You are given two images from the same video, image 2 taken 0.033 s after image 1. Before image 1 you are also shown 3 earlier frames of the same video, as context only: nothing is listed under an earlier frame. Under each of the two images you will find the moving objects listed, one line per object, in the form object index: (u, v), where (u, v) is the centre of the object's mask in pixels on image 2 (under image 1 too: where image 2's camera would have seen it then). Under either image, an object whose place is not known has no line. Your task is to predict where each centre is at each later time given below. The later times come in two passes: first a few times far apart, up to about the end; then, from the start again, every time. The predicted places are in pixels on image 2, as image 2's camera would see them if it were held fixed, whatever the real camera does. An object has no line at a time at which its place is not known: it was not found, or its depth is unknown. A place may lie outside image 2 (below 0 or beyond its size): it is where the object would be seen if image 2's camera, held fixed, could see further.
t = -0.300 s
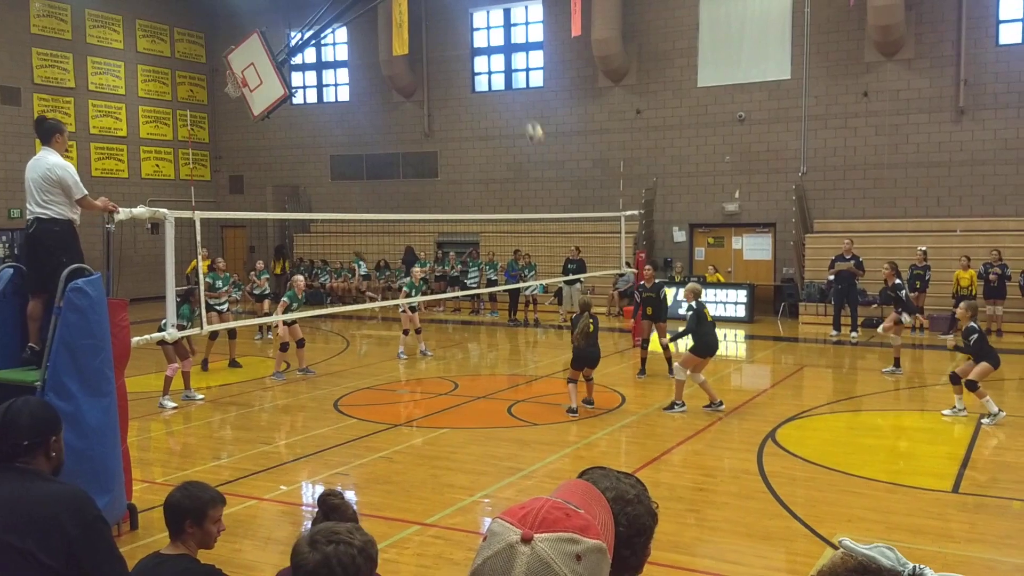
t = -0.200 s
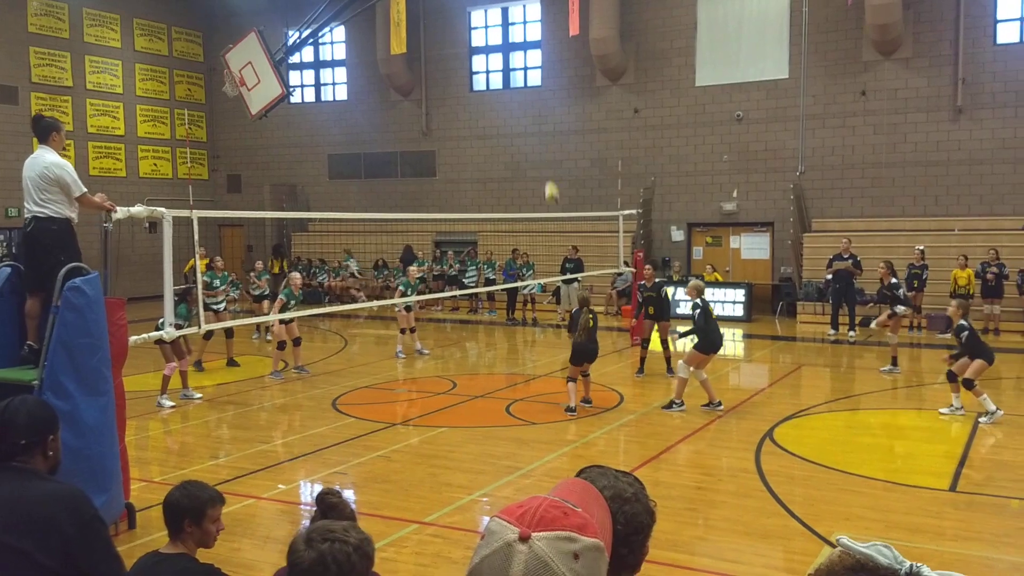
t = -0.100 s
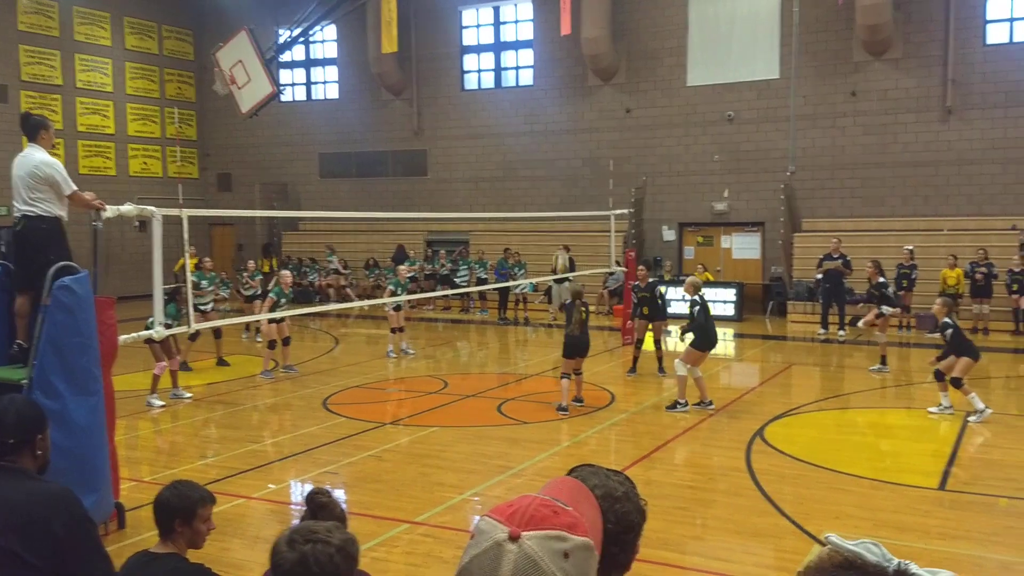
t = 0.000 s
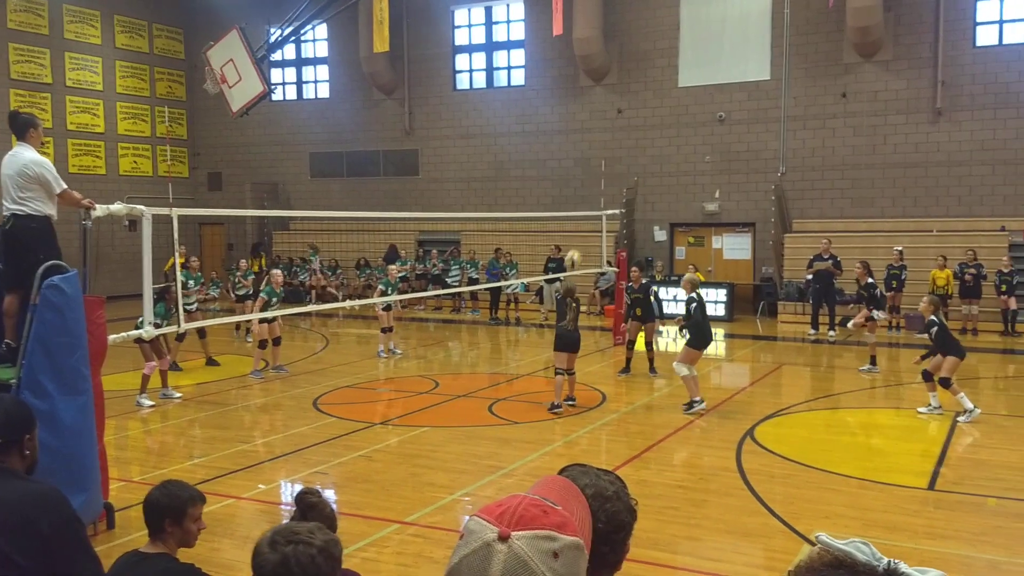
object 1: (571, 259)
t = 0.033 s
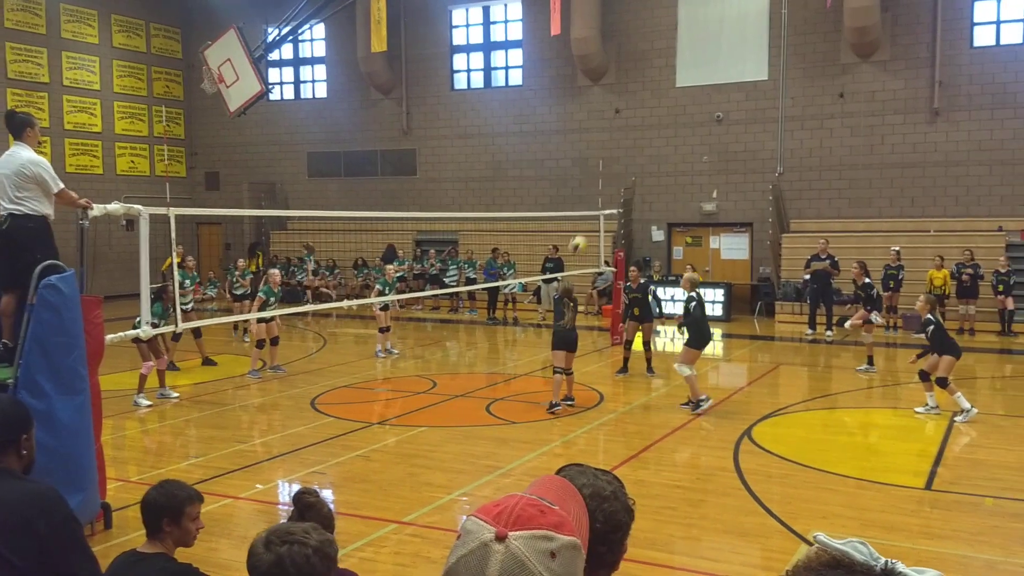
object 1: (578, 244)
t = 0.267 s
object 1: (628, 162)
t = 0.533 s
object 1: (684, 121)
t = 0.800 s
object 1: (740, 135)
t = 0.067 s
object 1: (585, 229)
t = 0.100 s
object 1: (592, 216)
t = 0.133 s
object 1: (599, 204)
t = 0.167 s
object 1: (607, 192)
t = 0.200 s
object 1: (613, 181)
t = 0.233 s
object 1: (620, 171)
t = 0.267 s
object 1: (628, 162)
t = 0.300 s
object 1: (635, 154)
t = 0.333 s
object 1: (642, 147)
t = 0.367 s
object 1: (649, 140)
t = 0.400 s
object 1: (657, 134)
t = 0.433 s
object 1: (664, 130)
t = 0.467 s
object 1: (671, 126)
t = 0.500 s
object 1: (677, 123)
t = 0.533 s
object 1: (684, 121)
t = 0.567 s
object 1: (691, 118)
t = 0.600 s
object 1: (699, 119)
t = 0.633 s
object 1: (705, 120)
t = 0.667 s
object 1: (713, 121)
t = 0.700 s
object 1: (720, 123)
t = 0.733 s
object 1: (726, 127)
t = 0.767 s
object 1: (734, 131)
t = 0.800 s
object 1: (740, 135)
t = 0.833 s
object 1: (747, 142)
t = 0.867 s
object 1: (754, 149)
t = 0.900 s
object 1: (760, 156)
